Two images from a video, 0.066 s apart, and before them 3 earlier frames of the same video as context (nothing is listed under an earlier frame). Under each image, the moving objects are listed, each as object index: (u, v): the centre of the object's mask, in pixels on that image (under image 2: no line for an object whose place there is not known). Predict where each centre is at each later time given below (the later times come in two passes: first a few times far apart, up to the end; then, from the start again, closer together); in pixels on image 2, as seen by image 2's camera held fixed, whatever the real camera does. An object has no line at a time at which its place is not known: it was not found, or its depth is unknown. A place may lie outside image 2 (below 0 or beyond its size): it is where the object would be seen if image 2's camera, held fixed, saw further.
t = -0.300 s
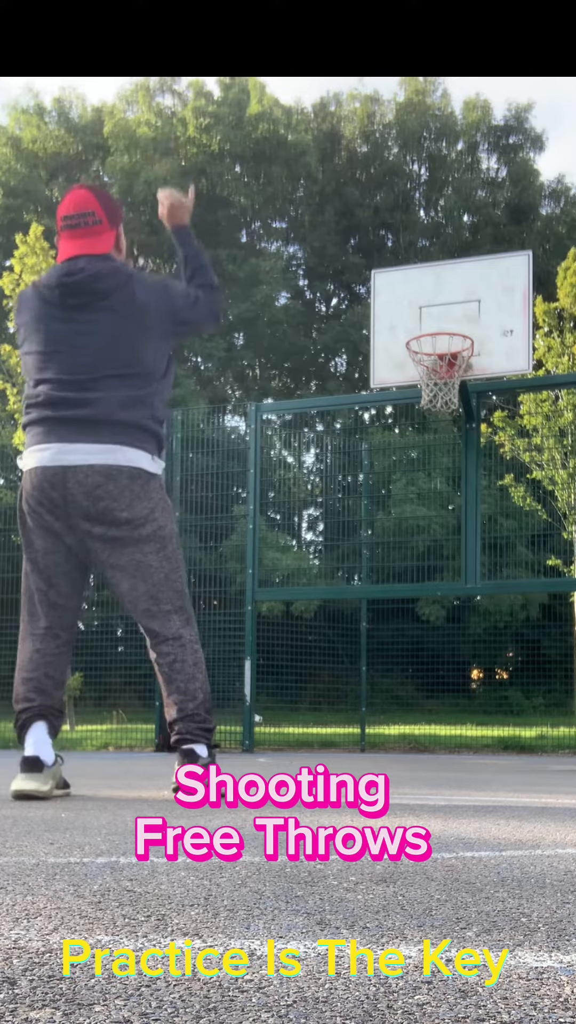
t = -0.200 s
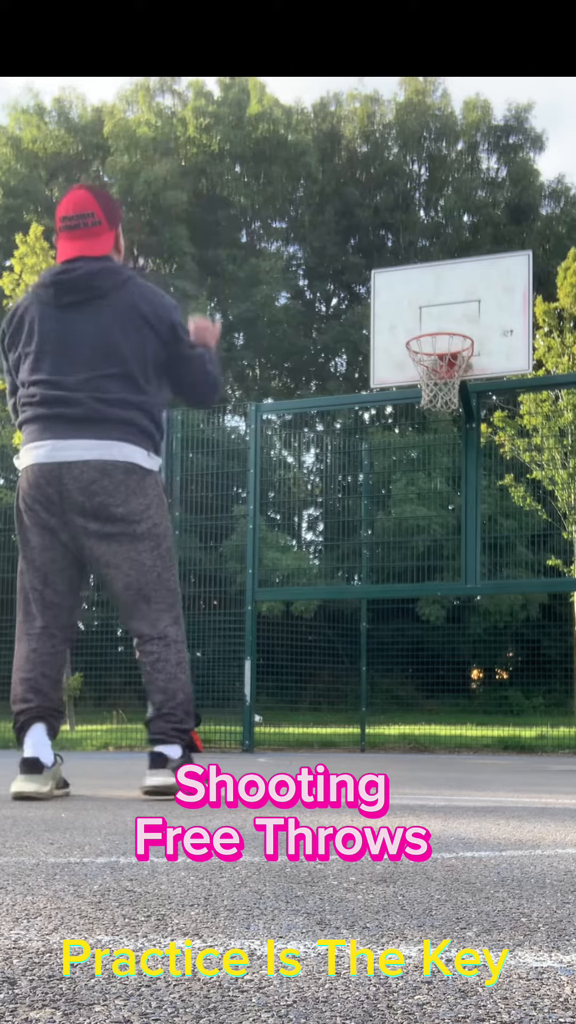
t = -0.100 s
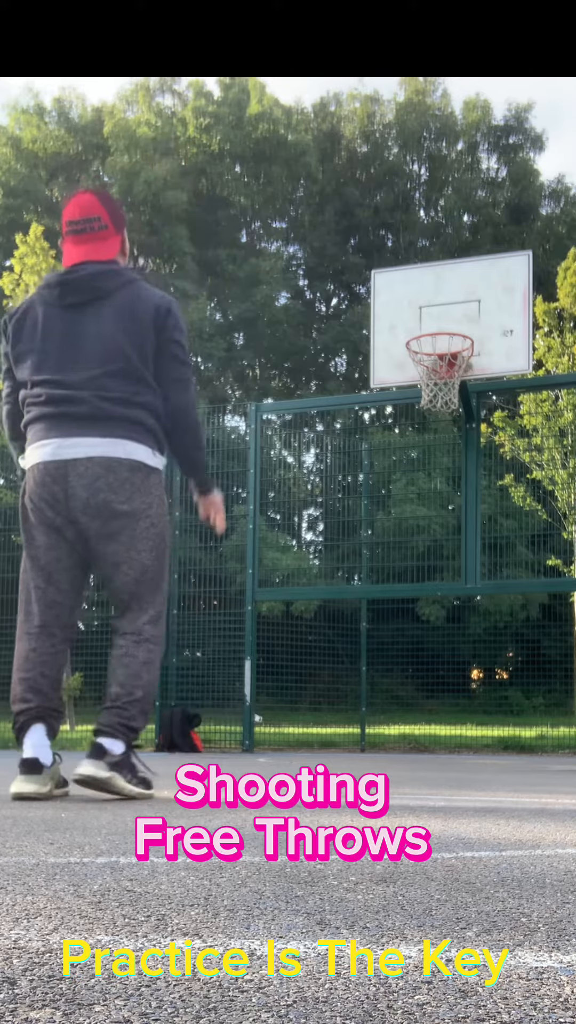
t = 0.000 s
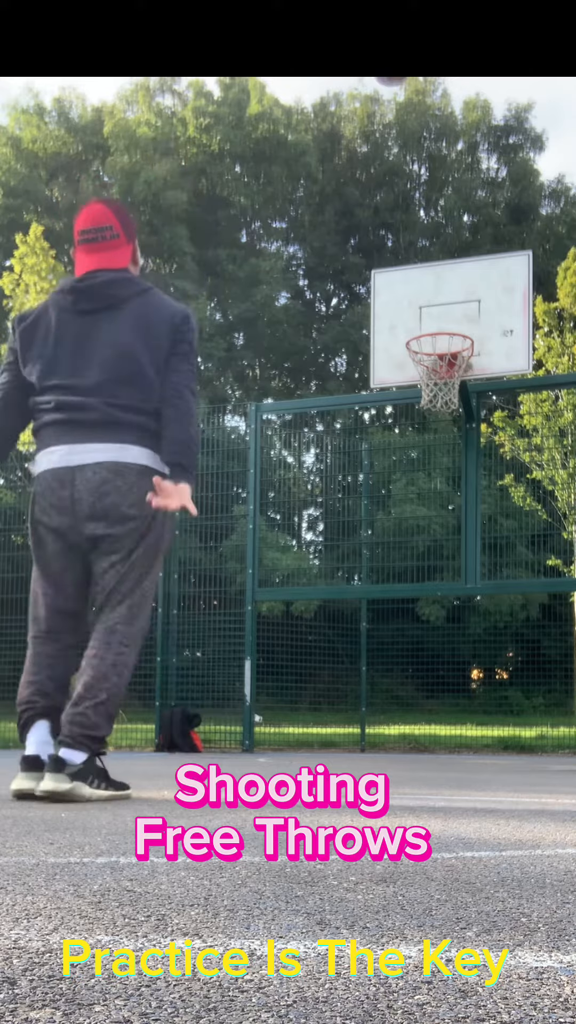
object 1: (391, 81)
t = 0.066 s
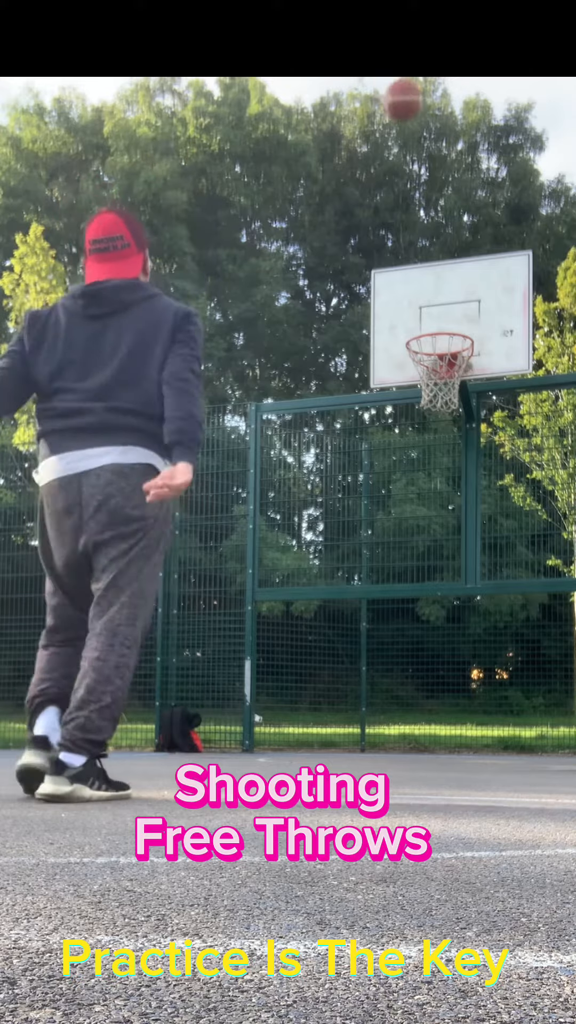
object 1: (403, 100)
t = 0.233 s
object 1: (425, 208)
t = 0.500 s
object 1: (441, 390)
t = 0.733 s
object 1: (418, 544)
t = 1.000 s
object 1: (393, 705)
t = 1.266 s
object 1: (366, 545)
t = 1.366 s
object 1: (354, 509)
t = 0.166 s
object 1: (416, 162)
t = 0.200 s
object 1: (421, 185)
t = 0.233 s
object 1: (425, 208)
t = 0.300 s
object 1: (433, 255)
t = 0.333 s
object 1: (437, 281)
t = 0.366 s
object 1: (441, 307)
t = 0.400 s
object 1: (444, 333)
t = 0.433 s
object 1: (447, 360)
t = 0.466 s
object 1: (443, 374)
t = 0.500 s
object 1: (441, 390)
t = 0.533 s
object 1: (437, 409)
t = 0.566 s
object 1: (435, 427)
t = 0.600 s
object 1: (431, 447)
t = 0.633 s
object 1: (428, 468)
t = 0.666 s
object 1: (425, 492)
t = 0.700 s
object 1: (421, 517)
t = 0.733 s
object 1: (418, 544)
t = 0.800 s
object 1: (412, 602)
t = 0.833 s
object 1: (409, 633)
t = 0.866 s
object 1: (406, 665)
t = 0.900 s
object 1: (403, 699)
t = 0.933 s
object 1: (399, 735)
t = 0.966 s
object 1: (397, 732)
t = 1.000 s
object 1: (393, 705)
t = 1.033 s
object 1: (390, 680)
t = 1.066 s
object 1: (387, 657)
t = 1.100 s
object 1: (384, 635)
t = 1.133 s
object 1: (380, 614)
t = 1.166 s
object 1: (377, 595)
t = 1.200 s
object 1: (373, 577)
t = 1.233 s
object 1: (370, 560)
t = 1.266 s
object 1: (366, 545)
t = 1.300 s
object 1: (363, 531)
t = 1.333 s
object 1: (358, 520)
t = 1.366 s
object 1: (354, 509)
